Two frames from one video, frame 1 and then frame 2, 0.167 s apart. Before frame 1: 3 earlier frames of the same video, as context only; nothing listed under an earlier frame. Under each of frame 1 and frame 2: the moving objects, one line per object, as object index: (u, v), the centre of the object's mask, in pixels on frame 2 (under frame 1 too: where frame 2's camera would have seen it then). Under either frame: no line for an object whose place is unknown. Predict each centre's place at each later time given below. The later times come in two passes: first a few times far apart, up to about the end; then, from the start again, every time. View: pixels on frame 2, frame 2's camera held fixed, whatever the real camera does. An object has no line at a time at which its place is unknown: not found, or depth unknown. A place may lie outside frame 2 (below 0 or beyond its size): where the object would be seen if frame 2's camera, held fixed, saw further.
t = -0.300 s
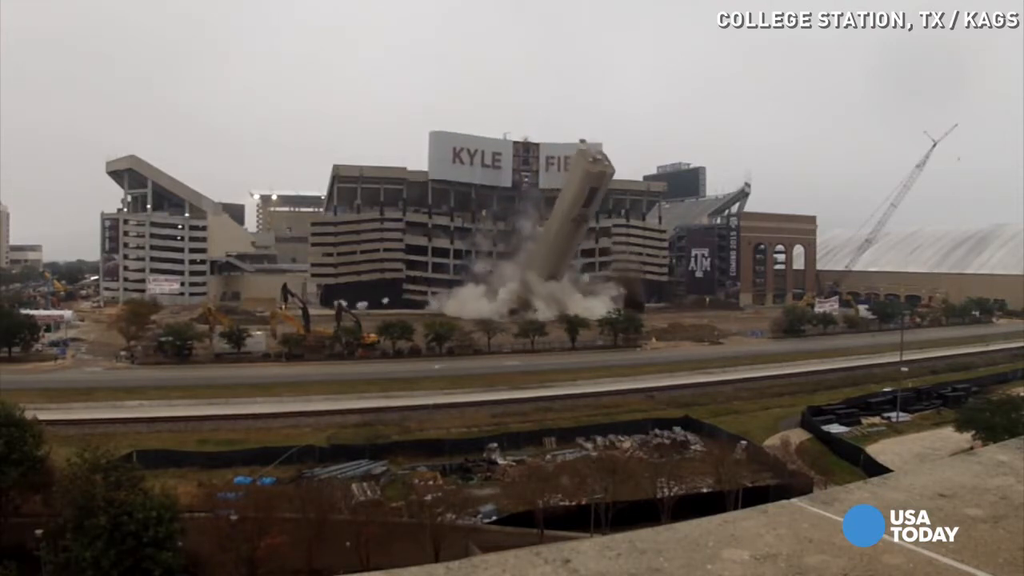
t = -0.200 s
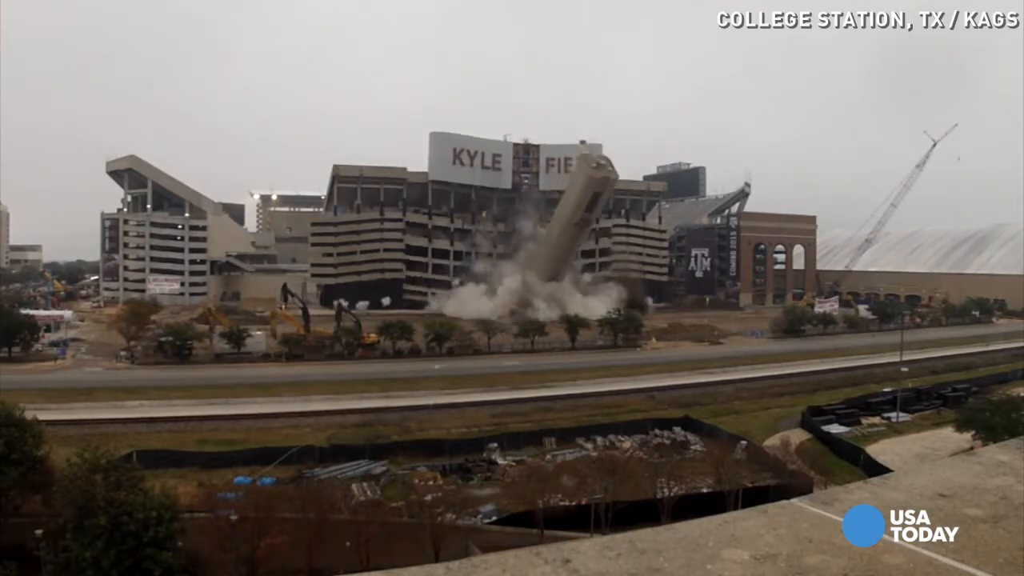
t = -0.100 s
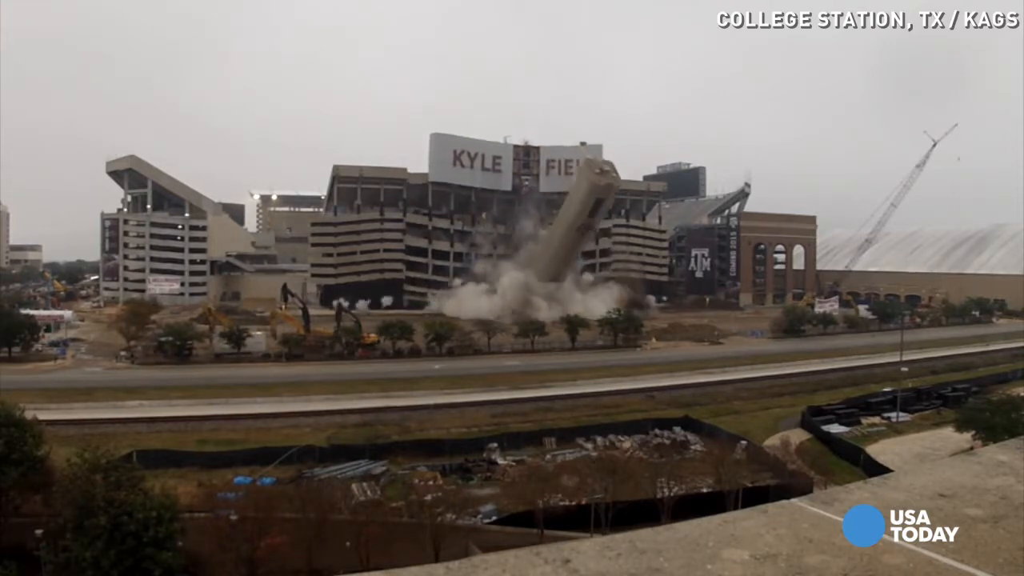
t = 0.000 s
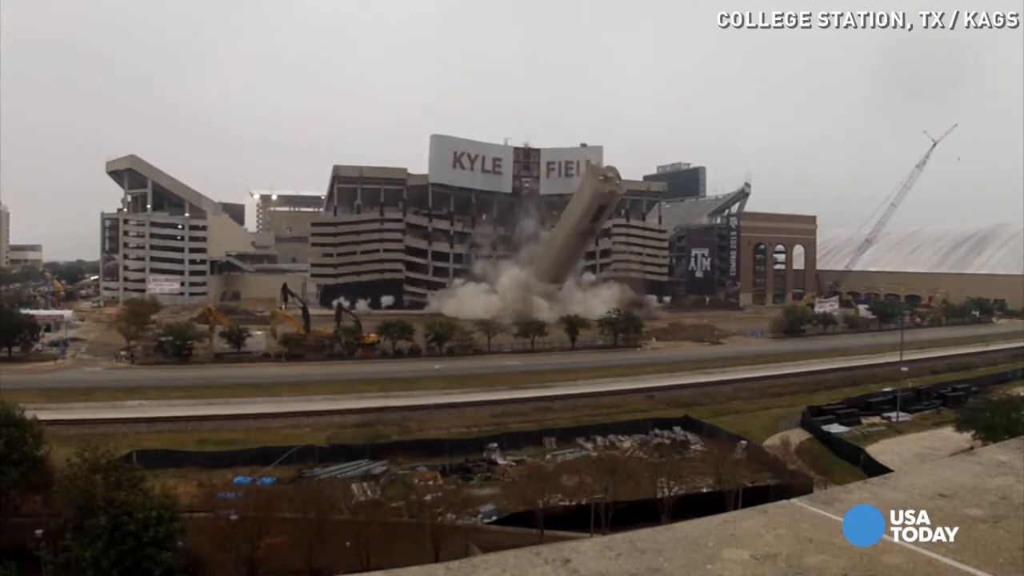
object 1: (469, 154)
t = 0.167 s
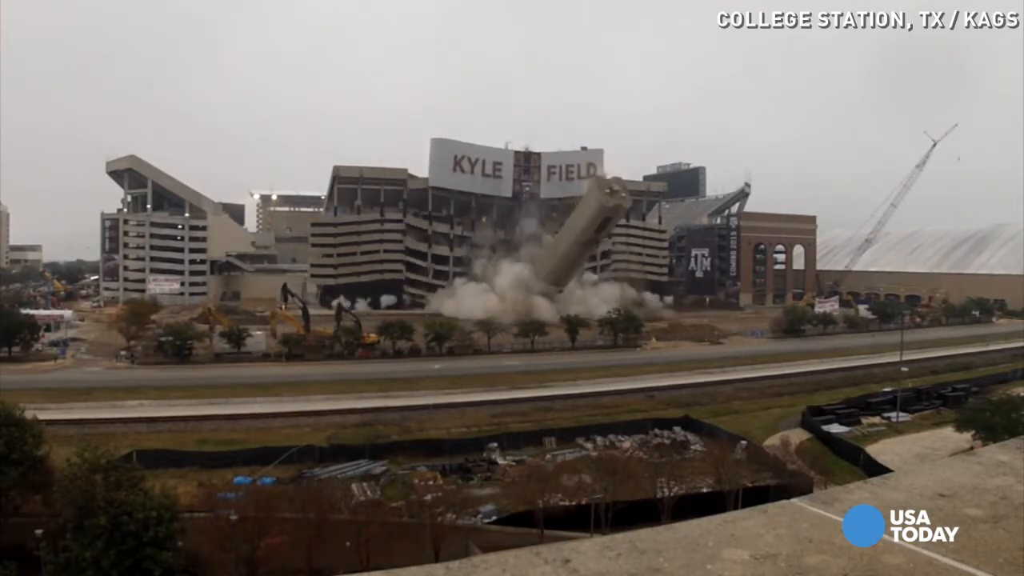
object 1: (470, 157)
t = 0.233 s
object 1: (470, 158)
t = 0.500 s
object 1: (470, 166)
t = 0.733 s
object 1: (472, 174)
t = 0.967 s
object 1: (474, 184)
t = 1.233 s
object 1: (474, 196)
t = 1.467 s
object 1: (476, 209)
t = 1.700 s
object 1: (477, 222)
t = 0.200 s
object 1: (471, 157)
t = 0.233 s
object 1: (470, 158)
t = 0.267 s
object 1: (470, 159)
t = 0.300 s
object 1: (470, 160)
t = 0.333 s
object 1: (470, 162)
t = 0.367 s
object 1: (470, 162)
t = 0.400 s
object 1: (470, 163)
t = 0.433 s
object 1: (470, 165)
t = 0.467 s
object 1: (470, 165)
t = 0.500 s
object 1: (470, 166)
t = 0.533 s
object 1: (470, 167)
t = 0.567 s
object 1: (475, 168)
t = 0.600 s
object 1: (475, 169)
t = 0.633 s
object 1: (476, 170)
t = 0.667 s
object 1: (471, 172)
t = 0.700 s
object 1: (477, 172)
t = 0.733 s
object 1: (472, 174)
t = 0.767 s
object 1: (478, 175)
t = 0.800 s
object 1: (478, 177)
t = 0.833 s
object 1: (479, 179)
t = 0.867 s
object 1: (473, 179)
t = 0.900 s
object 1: (473, 180)
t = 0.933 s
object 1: (479, 183)
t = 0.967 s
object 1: (474, 184)
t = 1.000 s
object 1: (474, 185)
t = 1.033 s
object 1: (474, 187)
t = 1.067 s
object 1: (480, 189)
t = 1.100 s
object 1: (473, 190)
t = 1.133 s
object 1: (474, 191)
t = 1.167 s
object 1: (473, 193)
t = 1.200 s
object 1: (473, 195)
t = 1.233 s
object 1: (474, 196)
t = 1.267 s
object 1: (474, 198)
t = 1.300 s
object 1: (475, 200)
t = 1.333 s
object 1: (475, 201)
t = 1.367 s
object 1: (475, 203)
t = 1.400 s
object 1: (476, 205)
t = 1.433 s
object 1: (476, 207)
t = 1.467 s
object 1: (476, 209)
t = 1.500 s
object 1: (476, 211)
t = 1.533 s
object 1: (477, 212)
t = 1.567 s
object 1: (477, 215)
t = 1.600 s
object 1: (477, 216)
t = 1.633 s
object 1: (476, 218)
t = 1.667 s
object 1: (476, 220)
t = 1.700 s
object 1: (477, 222)
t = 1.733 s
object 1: (477, 224)
